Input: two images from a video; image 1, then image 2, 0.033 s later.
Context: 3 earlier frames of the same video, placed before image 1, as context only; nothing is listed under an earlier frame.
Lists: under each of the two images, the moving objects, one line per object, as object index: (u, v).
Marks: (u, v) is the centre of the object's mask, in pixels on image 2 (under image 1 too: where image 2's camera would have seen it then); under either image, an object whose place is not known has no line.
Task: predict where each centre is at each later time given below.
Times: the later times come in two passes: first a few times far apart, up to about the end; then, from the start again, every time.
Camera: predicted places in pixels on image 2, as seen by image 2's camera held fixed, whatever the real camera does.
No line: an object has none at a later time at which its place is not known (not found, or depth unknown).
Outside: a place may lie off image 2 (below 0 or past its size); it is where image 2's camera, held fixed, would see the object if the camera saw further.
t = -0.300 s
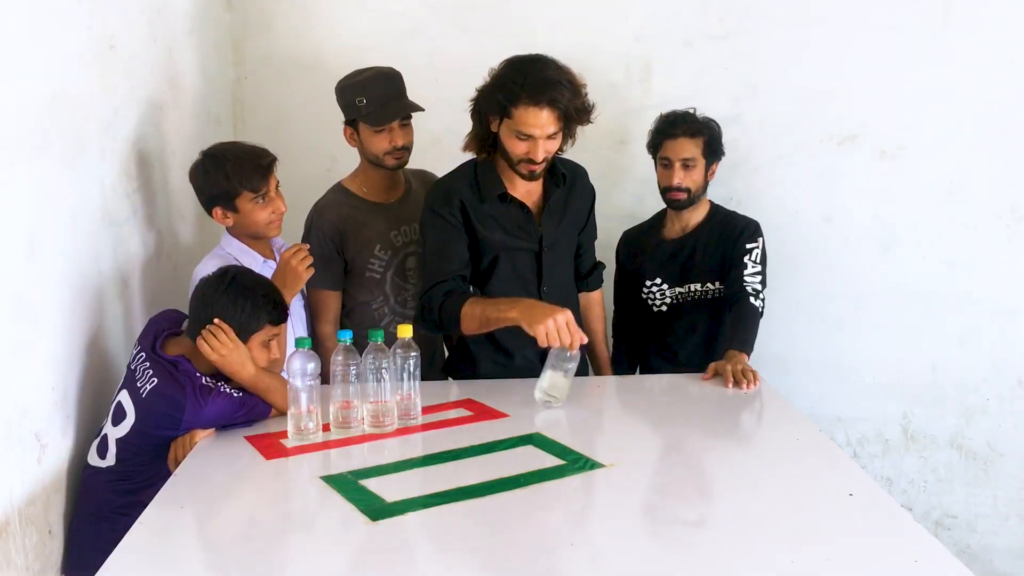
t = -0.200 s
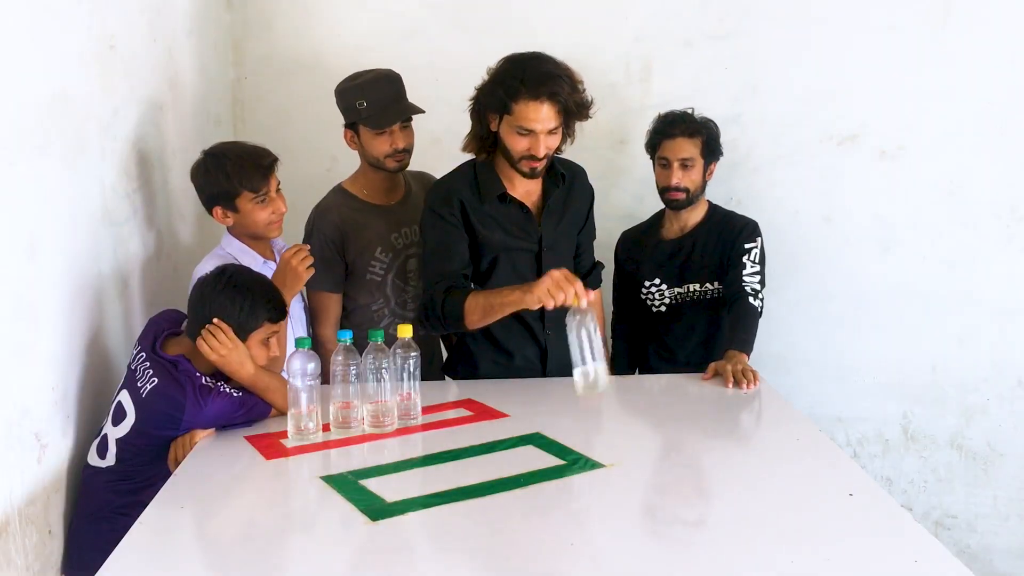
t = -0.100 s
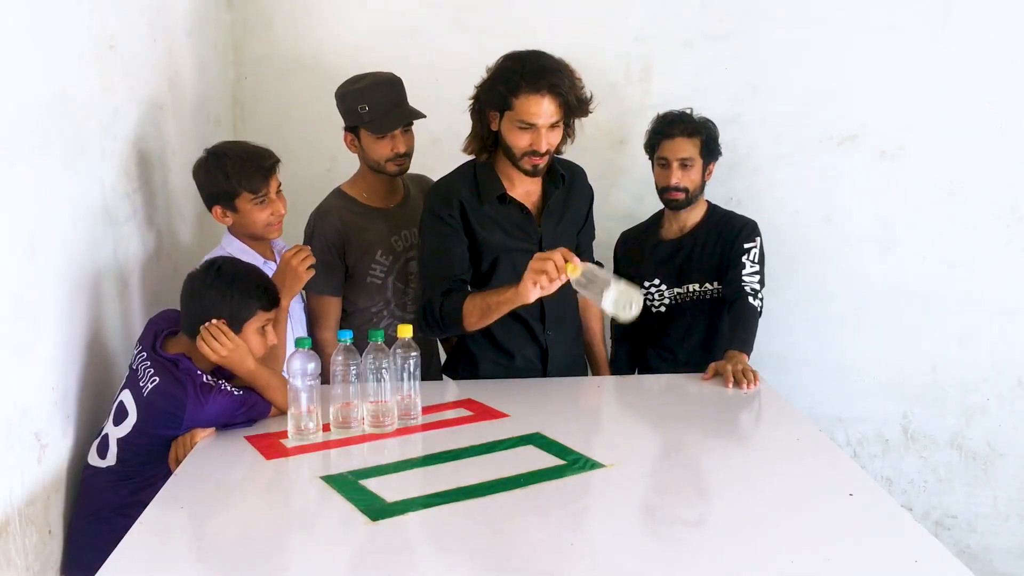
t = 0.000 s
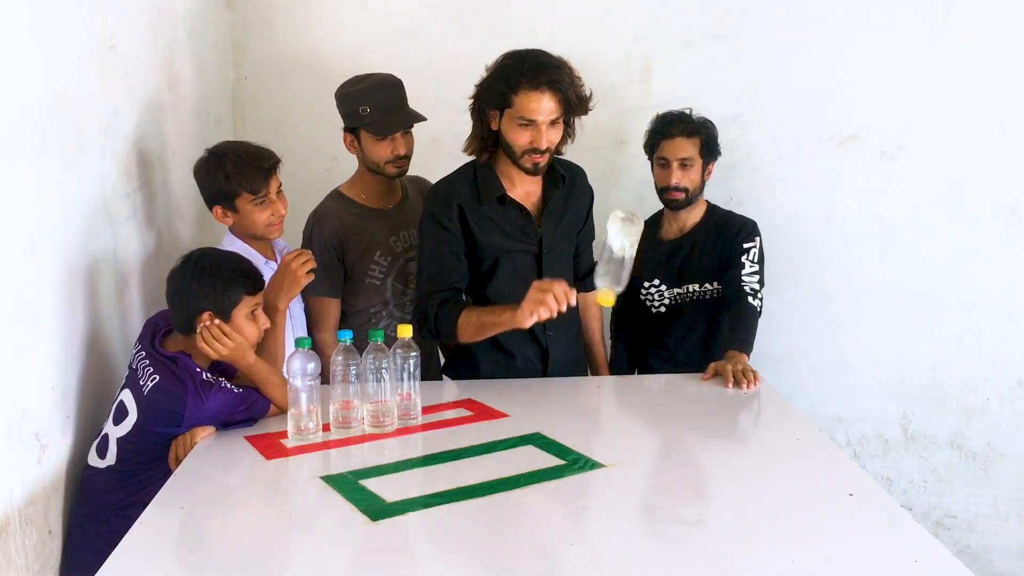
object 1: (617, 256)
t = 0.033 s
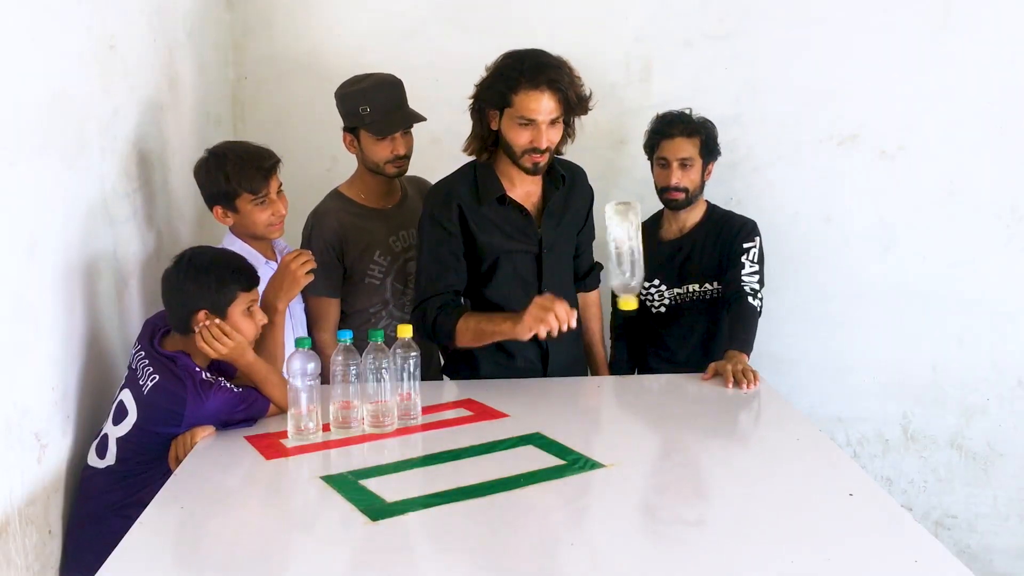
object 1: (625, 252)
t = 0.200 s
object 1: (640, 267)
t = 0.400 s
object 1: (636, 409)
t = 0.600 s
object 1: (636, 405)
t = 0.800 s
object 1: (634, 410)
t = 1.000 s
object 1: (639, 409)
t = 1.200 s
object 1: (639, 409)
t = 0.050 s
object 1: (629, 251)
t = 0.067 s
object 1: (633, 249)
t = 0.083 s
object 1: (636, 247)
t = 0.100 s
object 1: (639, 246)
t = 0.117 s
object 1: (641, 246)
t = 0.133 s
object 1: (642, 246)
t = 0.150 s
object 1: (642, 248)
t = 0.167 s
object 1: (641, 252)
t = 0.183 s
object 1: (641, 259)
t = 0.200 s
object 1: (640, 267)
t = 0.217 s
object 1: (639, 277)
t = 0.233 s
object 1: (639, 290)
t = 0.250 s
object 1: (639, 303)
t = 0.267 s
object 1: (639, 319)
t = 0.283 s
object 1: (640, 335)
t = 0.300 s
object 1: (640, 353)
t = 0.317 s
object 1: (640, 374)
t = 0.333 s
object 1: (639, 397)
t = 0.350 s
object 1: (639, 405)
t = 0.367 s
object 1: (638, 407)
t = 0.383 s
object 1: (638, 409)
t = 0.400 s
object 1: (636, 409)
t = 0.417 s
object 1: (634, 409)
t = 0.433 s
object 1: (634, 408)
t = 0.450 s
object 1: (633, 407)
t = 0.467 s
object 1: (632, 407)
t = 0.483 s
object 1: (632, 405)
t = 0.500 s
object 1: (632, 406)
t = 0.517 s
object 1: (633, 405)
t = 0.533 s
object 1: (633, 405)
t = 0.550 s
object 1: (634, 405)
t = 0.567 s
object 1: (634, 405)
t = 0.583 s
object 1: (635, 405)
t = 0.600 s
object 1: (636, 405)
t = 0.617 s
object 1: (636, 406)
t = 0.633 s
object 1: (637, 407)
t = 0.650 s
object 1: (638, 407)
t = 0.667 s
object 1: (638, 409)
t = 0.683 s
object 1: (638, 409)
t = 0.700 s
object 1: (637, 409)
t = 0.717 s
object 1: (636, 409)
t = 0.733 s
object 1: (635, 409)
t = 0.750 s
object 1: (634, 410)
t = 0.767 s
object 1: (634, 410)
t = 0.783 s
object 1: (634, 410)
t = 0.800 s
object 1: (634, 410)
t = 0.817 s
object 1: (635, 410)
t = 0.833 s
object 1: (636, 409)
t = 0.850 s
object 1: (638, 409)
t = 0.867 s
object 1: (640, 409)
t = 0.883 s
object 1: (642, 409)
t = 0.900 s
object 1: (644, 409)
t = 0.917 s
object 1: (644, 409)
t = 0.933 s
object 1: (644, 409)
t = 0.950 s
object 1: (643, 409)
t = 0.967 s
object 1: (642, 409)
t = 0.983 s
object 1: (641, 409)
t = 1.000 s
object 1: (639, 409)
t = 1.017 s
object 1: (639, 408)
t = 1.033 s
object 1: (639, 408)
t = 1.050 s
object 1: (639, 408)
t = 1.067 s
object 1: (639, 408)
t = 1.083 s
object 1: (639, 409)
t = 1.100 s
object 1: (638, 409)
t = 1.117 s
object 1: (637, 409)
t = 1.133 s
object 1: (636, 409)
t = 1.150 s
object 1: (636, 409)
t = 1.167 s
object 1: (637, 409)
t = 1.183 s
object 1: (638, 409)
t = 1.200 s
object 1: (639, 409)
